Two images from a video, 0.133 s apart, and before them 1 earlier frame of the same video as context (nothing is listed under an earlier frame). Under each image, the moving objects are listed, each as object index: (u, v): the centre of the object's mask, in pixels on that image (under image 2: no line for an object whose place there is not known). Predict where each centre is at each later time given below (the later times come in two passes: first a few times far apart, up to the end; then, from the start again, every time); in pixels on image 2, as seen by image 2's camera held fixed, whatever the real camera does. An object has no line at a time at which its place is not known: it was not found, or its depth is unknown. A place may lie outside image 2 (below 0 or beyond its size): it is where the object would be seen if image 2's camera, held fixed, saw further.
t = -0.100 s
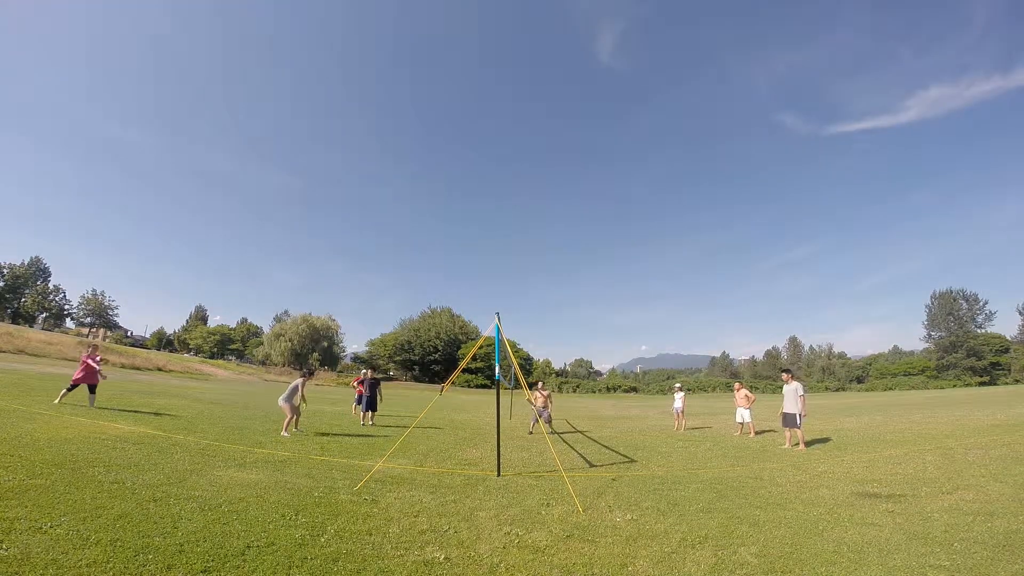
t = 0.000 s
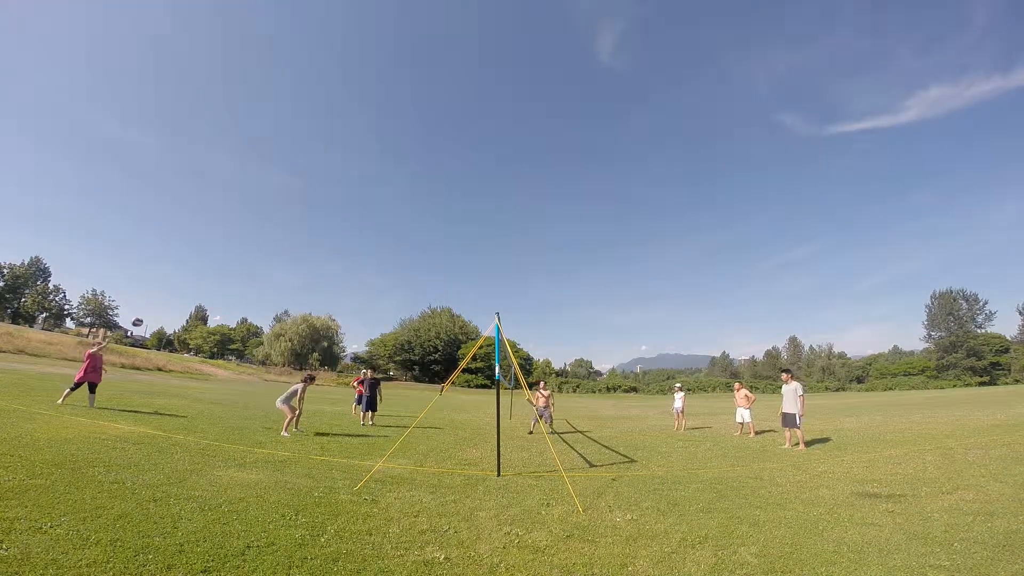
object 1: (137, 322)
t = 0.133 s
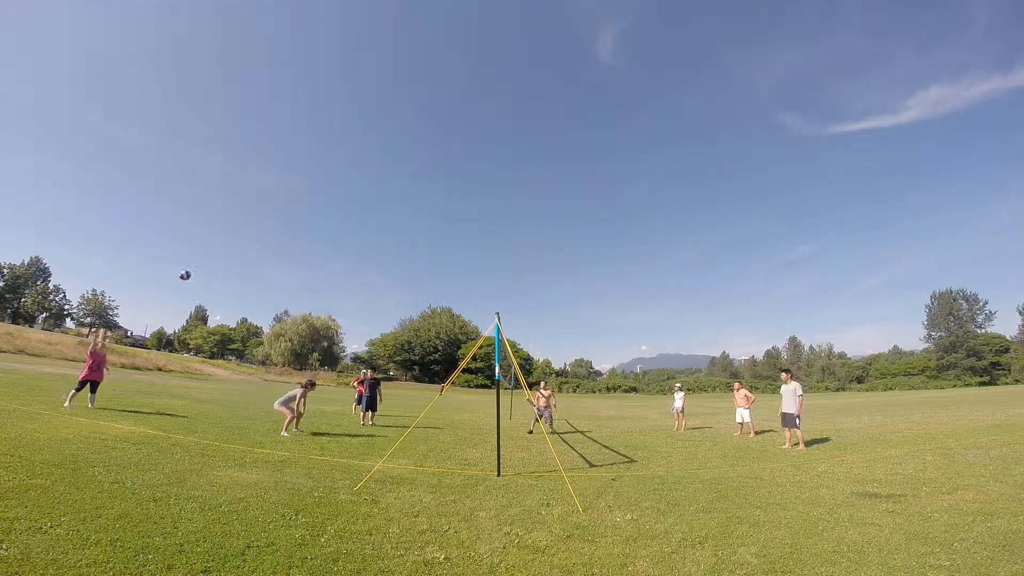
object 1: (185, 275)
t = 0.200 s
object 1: (209, 255)
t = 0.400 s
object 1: (279, 209)
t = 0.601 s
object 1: (344, 184)
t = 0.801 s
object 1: (403, 174)
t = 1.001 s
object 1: (458, 179)
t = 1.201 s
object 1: (513, 201)
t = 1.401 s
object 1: (568, 242)
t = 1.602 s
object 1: (625, 305)
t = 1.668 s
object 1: (645, 331)
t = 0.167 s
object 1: (196, 265)
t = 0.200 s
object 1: (209, 255)
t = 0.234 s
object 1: (220, 246)
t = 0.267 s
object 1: (232, 237)
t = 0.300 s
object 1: (244, 230)
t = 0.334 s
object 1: (256, 222)
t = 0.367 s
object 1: (267, 216)
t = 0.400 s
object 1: (279, 209)
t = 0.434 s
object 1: (290, 203)
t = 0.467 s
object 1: (301, 199)
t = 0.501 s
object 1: (312, 194)
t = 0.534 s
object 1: (323, 190)
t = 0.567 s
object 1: (333, 186)
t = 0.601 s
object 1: (344, 184)
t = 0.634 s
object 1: (354, 181)
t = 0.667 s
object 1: (365, 178)
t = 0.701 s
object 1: (374, 176)
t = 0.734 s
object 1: (384, 175)
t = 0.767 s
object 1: (393, 174)
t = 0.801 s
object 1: (403, 174)
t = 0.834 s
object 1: (413, 174)
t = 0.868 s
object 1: (422, 174)
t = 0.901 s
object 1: (431, 174)
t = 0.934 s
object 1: (440, 175)
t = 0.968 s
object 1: (449, 177)
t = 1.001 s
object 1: (458, 179)
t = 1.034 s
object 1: (468, 181)
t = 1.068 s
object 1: (477, 184)
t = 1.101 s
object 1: (486, 187)
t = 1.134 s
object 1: (494, 192)
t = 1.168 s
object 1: (503, 196)
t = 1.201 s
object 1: (513, 201)
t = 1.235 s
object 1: (522, 205)
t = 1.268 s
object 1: (530, 212)
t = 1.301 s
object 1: (540, 218)
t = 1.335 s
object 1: (549, 225)
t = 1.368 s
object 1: (558, 233)
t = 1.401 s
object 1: (568, 242)
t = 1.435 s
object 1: (577, 251)
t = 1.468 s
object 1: (586, 260)
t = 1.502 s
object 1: (596, 270)
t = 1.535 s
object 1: (606, 281)
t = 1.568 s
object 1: (618, 294)
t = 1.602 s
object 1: (625, 305)
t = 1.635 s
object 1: (635, 318)
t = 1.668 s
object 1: (645, 331)
